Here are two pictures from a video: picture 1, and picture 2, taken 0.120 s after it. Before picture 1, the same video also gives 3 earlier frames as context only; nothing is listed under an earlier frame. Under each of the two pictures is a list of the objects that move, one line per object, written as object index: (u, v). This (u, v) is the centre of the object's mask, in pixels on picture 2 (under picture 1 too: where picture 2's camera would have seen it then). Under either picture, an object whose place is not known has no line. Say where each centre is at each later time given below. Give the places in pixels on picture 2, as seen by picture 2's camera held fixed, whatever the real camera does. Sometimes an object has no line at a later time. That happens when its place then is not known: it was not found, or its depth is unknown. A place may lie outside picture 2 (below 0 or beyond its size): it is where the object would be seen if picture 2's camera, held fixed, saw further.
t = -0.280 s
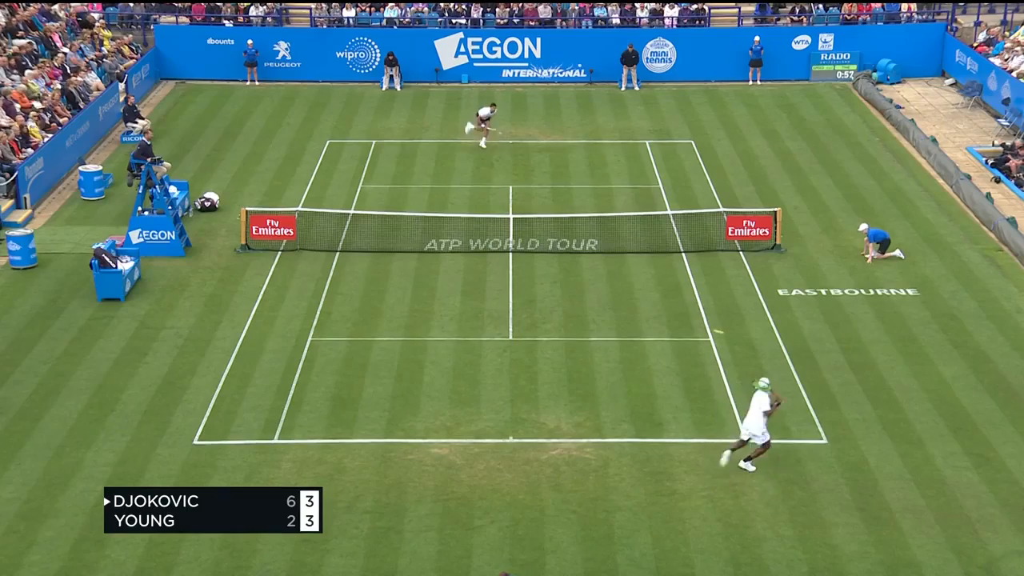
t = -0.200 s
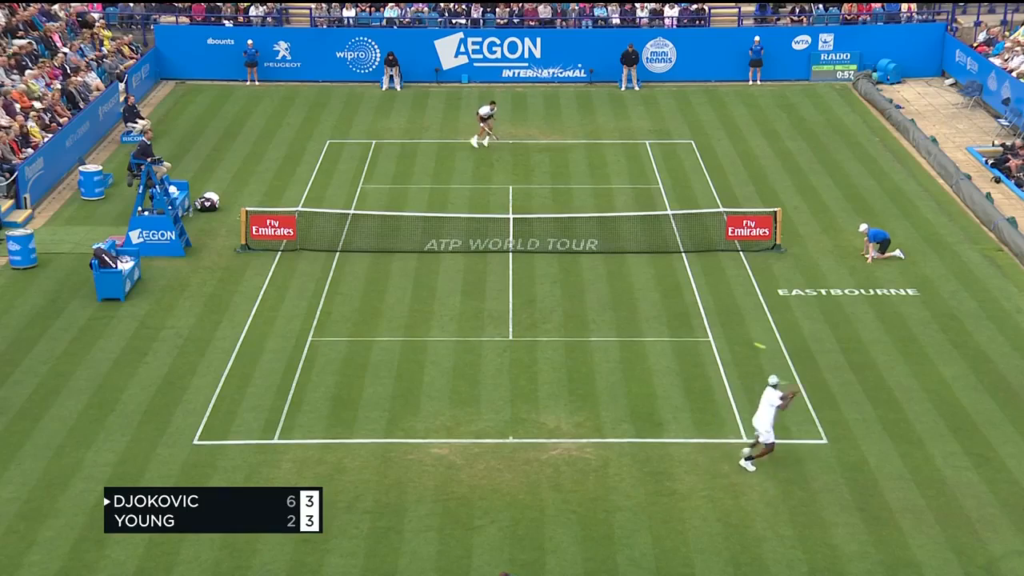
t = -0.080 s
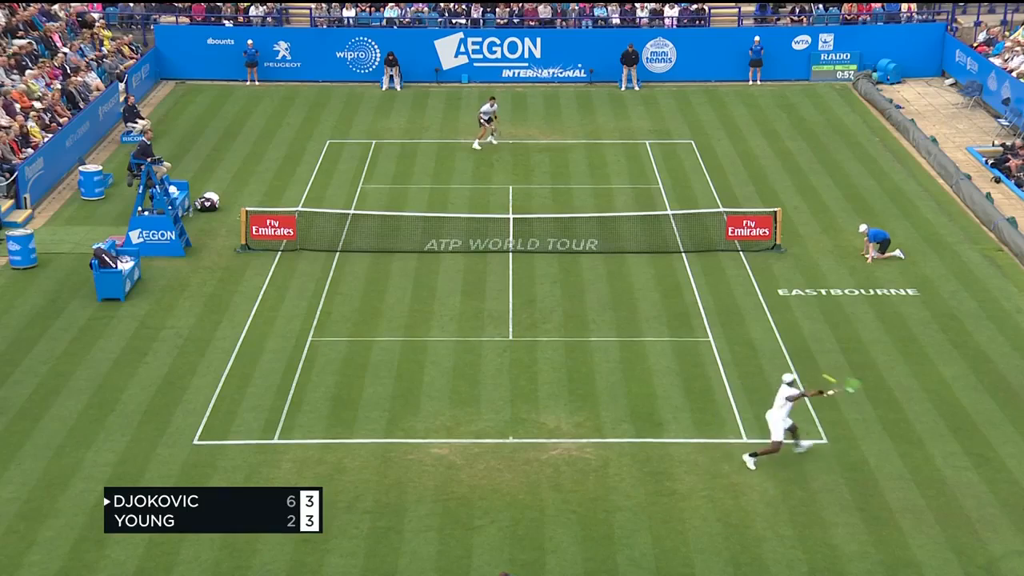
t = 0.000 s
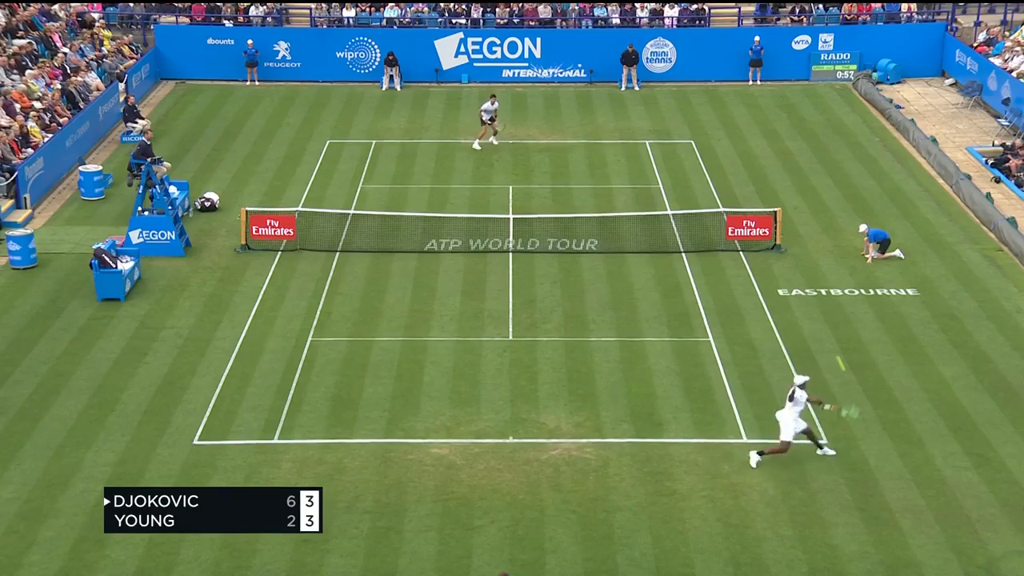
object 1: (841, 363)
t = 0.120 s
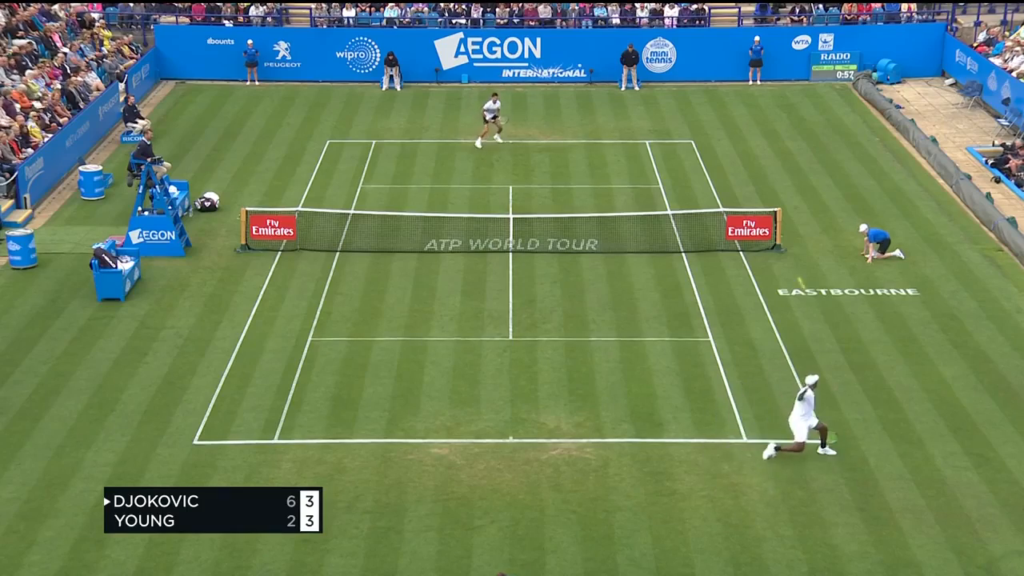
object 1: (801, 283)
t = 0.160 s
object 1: (790, 260)
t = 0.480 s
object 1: (714, 129)
